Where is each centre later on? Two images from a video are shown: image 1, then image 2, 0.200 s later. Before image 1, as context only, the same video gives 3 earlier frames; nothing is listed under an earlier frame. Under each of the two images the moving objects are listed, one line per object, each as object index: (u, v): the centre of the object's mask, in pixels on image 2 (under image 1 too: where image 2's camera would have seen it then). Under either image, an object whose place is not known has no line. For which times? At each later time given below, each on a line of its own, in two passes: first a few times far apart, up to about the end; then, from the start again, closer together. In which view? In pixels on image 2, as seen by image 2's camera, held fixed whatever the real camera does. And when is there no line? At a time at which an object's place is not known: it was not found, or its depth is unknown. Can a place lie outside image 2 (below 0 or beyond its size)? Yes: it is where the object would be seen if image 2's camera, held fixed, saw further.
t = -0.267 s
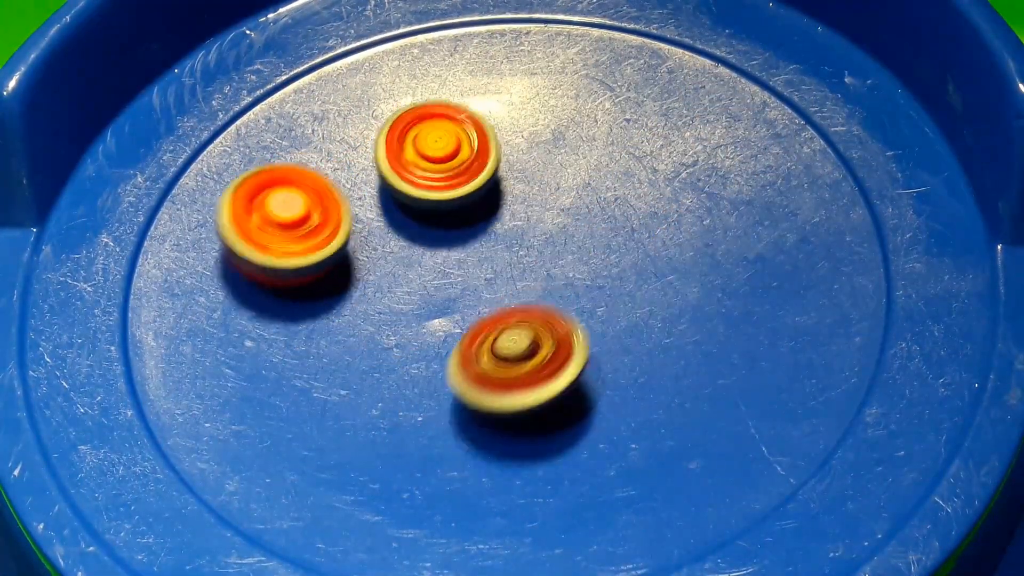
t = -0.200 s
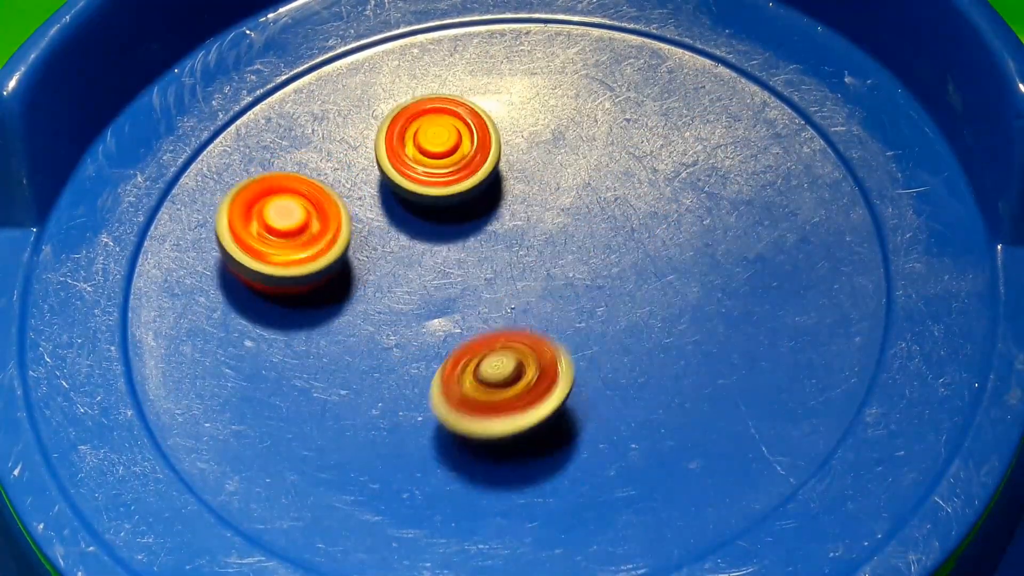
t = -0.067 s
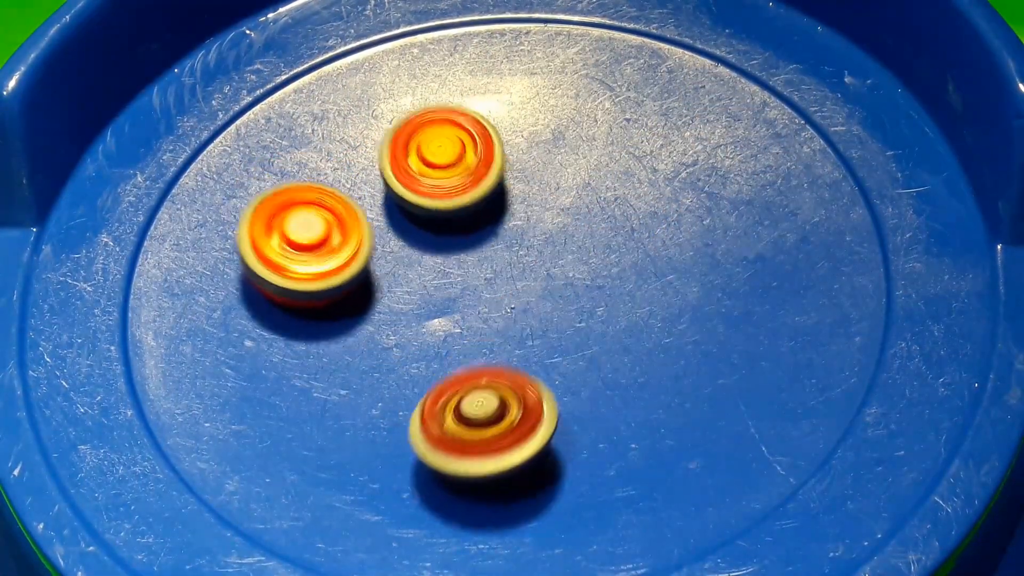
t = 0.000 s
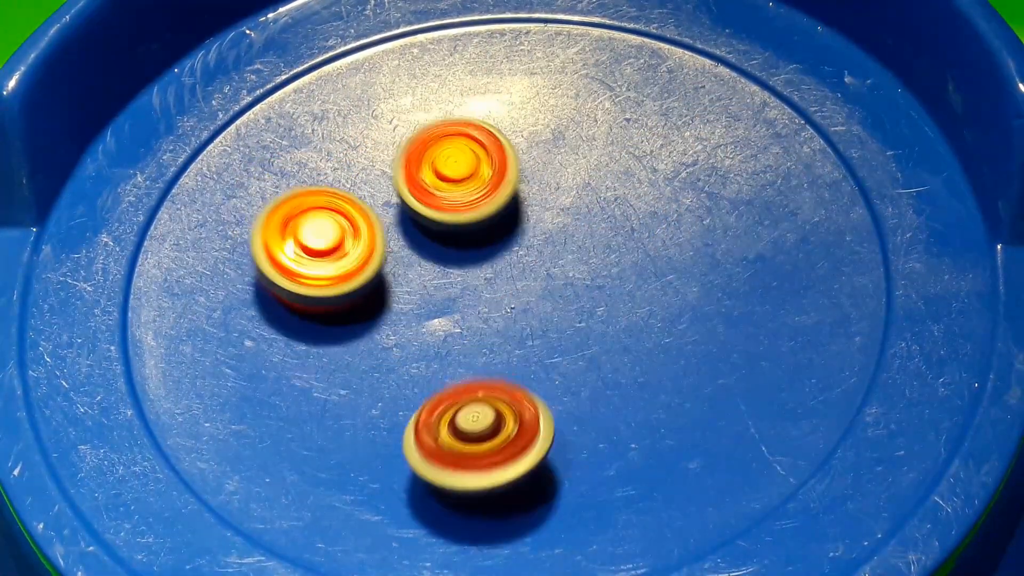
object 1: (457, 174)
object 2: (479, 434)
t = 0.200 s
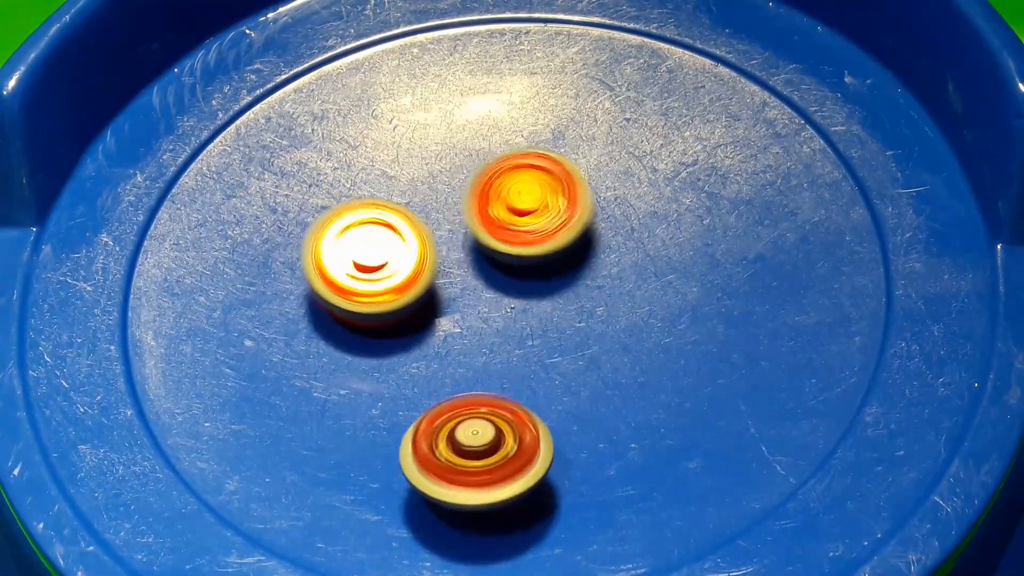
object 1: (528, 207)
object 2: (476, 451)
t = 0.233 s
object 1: (542, 210)
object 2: (478, 449)
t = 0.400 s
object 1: (608, 207)
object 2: (480, 415)
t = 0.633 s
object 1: (642, 201)
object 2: (465, 355)
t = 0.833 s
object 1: (722, 156)
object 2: (425, 386)
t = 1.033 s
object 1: (660, 181)
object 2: (428, 352)
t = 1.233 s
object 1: (600, 258)
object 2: (419, 404)
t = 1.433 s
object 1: (556, 325)
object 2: (490, 419)
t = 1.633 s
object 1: (563, 267)
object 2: (452, 461)
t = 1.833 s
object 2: (498, 439)
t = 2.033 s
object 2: (628, 518)
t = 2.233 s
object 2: (672, 445)
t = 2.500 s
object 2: (617, 307)
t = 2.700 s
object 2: (563, 255)
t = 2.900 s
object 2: (554, 256)
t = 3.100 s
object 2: (573, 238)
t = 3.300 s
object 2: (568, 216)
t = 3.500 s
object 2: (553, 204)
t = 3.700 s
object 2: (530, 218)
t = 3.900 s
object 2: (544, 253)
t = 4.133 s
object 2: (471, 274)
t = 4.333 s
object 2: (468, 308)
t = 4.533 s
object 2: (470, 316)
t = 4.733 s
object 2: (539, 317)
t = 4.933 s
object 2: (539, 289)
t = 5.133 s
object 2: (521, 282)
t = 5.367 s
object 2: (501, 271)
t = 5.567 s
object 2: (574, 279)
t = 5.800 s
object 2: (671, 48)
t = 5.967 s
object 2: (560, 28)
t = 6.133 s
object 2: (493, 68)
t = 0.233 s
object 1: (542, 210)
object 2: (478, 449)
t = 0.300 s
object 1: (571, 211)
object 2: (482, 439)
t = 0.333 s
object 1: (584, 211)
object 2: (481, 433)
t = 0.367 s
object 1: (598, 209)
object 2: (482, 424)
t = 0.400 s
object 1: (608, 207)
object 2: (480, 415)
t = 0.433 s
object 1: (620, 205)
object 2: (481, 403)
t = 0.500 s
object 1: (634, 202)
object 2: (481, 379)
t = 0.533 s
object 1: (639, 201)
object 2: (477, 371)
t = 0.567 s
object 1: (641, 200)
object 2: (474, 369)
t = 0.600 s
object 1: (642, 201)
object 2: (472, 364)
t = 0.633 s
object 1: (642, 201)
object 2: (465, 355)
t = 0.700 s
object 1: (701, 180)
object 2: (439, 381)
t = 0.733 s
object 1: (712, 172)
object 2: (429, 389)
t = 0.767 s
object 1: (718, 165)
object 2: (425, 391)
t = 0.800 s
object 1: (722, 159)
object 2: (424, 389)
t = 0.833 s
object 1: (722, 156)
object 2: (425, 386)
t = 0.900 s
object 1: (710, 152)
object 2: (427, 377)
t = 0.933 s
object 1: (700, 154)
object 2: (428, 371)
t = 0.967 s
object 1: (686, 160)
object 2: (428, 365)
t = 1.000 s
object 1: (673, 169)
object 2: (429, 359)
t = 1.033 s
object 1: (660, 181)
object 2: (428, 352)
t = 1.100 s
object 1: (637, 206)
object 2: (426, 336)
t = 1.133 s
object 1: (628, 219)
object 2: (426, 327)
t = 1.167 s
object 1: (617, 230)
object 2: (422, 336)
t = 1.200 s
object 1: (608, 245)
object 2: (417, 377)
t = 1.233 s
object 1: (600, 258)
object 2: (419, 404)
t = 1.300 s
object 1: (581, 284)
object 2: (436, 428)
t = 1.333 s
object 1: (574, 298)
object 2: (454, 426)
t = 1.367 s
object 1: (564, 310)
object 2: (470, 421)
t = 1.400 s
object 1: (558, 322)
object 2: (485, 416)
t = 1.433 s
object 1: (556, 325)
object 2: (490, 419)
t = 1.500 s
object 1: (558, 307)
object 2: (463, 439)
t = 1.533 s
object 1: (562, 292)
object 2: (447, 453)
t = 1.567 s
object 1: (566, 278)
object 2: (442, 461)
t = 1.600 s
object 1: (566, 270)
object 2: (443, 463)
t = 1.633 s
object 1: (563, 267)
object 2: (452, 461)
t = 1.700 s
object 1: (541, 265)
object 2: (471, 456)
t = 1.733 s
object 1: (523, 269)
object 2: (473, 452)
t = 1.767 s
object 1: (505, 275)
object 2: (482, 449)
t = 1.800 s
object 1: (489, 280)
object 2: (491, 445)
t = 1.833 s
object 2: (498, 439)
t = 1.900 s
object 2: (515, 436)
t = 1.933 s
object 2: (547, 475)
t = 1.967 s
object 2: (581, 504)
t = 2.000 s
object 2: (608, 516)
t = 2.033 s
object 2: (628, 518)
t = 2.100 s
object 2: (651, 501)
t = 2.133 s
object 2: (658, 490)
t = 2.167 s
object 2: (662, 476)
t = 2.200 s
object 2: (667, 461)
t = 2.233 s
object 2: (672, 445)
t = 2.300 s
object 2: (674, 412)
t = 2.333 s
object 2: (672, 393)
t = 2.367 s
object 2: (669, 374)
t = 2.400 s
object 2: (661, 357)
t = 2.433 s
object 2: (649, 339)
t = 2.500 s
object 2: (617, 307)
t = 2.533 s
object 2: (601, 291)
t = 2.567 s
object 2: (581, 277)
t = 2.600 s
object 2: (561, 262)
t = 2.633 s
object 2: (566, 259)
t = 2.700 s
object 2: (563, 255)
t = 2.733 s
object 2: (552, 251)
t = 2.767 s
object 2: (536, 246)
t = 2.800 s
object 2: (523, 243)
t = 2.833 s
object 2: (521, 242)
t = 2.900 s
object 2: (554, 256)
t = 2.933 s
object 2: (566, 260)
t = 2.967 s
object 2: (571, 260)
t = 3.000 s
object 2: (572, 258)
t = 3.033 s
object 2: (572, 252)
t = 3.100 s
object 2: (573, 238)
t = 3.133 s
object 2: (574, 232)
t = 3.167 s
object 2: (571, 229)
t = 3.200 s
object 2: (568, 228)
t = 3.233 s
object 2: (567, 227)
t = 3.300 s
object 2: (568, 216)
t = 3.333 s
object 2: (564, 214)
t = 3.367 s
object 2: (564, 210)
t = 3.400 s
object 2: (562, 208)
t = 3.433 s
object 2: (560, 206)
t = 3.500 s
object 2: (553, 204)
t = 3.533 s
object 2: (550, 204)
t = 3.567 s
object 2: (545, 206)
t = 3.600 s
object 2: (543, 208)
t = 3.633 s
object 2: (539, 211)
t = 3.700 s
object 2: (530, 218)
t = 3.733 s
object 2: (526, 223)
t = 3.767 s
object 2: (524, 228)
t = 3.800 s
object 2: (520, 234)
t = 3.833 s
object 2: (521, 239)
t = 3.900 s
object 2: (544, 253)
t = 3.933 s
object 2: (553, 257)
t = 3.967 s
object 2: (556, 260)
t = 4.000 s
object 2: (555, 260)
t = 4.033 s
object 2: (526, 261)
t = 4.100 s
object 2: (464, 268)
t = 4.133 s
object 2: (471, 274)
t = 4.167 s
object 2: (474, 282)
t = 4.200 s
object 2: (471, 291)
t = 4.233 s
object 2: (470, 295)
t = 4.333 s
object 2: (468, 308)
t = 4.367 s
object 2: (469, 309)
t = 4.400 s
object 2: (468, 311)
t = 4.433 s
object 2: (469, 312)
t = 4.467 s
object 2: (468, 314)
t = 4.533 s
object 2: (470, 316)
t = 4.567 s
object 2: (470, 317)
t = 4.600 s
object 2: (477, 323)
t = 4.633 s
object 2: (505, 329)
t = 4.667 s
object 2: (524, 327)
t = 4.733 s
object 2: (539, 317)
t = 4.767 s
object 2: (542, 314)
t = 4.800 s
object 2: (543, 308)
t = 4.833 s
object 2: (543, 302)
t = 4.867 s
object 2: (543, 298)
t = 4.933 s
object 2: (539, 289)
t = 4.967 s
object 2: (536, 287)
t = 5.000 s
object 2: (533, 287)
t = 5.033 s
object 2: (529, 286)
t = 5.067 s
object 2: (526, 284)
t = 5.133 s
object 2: (521, 282)
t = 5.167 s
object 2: (518, 281)
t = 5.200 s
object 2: (514, 278)
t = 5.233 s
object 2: (512, 277)
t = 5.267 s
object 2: (509, 274)
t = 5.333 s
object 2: (503, 272)
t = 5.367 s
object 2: (501, 271)
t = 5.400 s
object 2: (499, 270)
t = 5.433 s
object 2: (497, 270)
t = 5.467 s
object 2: (496, 271)
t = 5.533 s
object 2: (542, 278)
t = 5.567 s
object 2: (574, 279)
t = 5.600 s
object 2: (595, 278)
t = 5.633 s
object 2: (616, 259)
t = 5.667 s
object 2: (648, 211)
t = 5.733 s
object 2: (676, 117)
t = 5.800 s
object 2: (671, 48)
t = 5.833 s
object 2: (664, 32)
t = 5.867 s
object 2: (647, 22)
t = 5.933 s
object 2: (588, 23)
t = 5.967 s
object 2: (560, 28)
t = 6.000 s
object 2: (539, 32)
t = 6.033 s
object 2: (525, 37)
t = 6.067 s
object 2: (513, 46)
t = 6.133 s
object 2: (493, 68)
